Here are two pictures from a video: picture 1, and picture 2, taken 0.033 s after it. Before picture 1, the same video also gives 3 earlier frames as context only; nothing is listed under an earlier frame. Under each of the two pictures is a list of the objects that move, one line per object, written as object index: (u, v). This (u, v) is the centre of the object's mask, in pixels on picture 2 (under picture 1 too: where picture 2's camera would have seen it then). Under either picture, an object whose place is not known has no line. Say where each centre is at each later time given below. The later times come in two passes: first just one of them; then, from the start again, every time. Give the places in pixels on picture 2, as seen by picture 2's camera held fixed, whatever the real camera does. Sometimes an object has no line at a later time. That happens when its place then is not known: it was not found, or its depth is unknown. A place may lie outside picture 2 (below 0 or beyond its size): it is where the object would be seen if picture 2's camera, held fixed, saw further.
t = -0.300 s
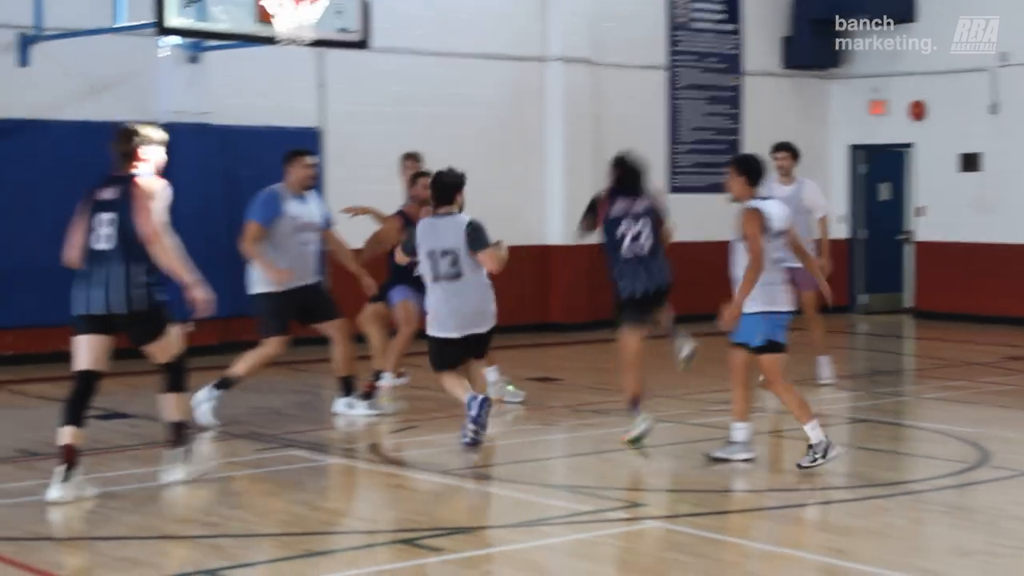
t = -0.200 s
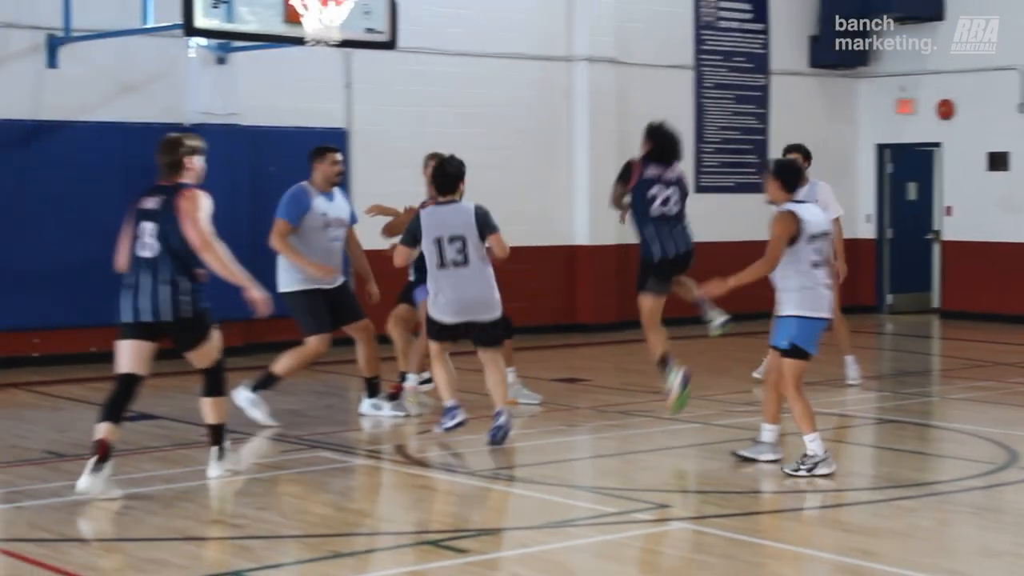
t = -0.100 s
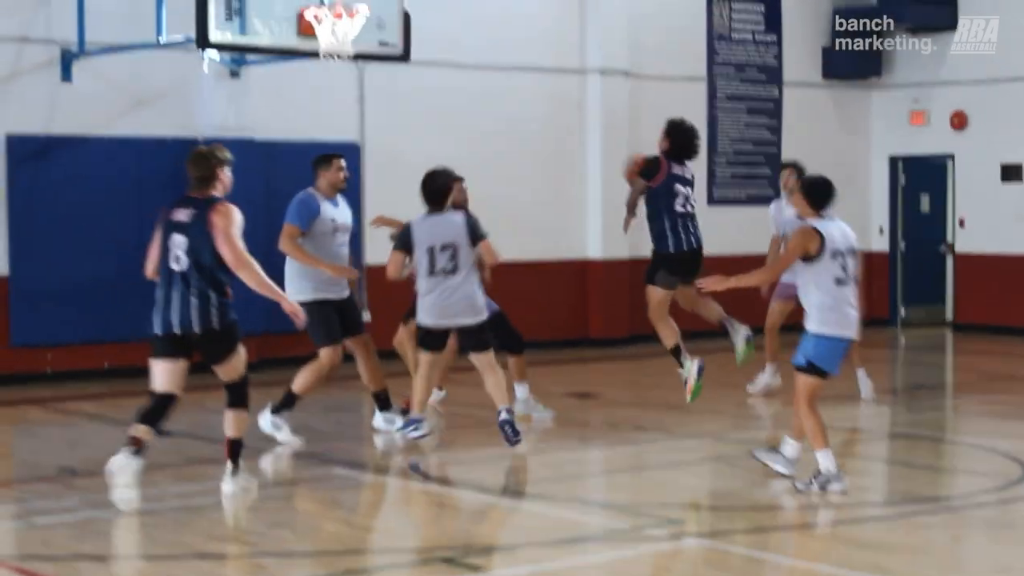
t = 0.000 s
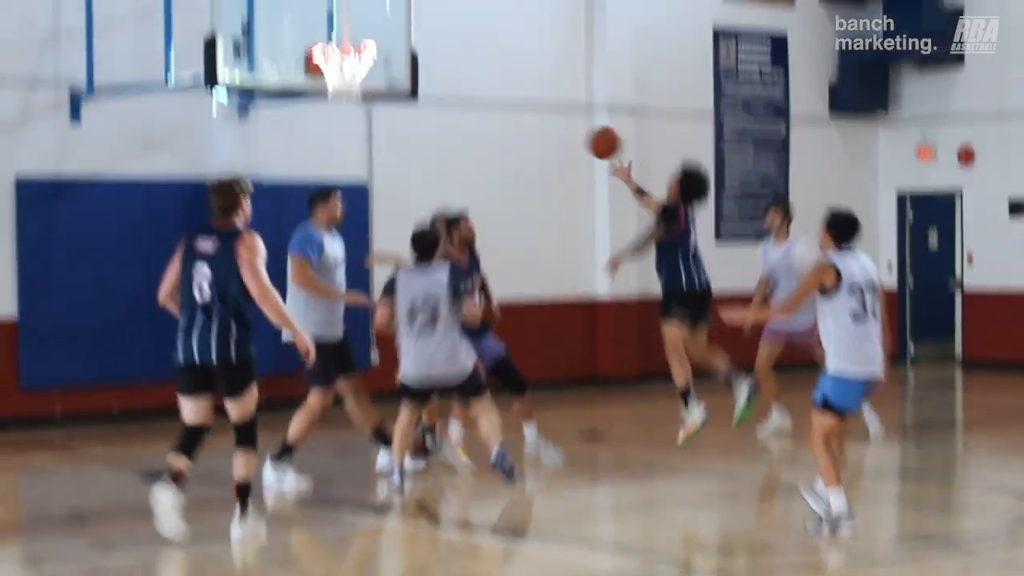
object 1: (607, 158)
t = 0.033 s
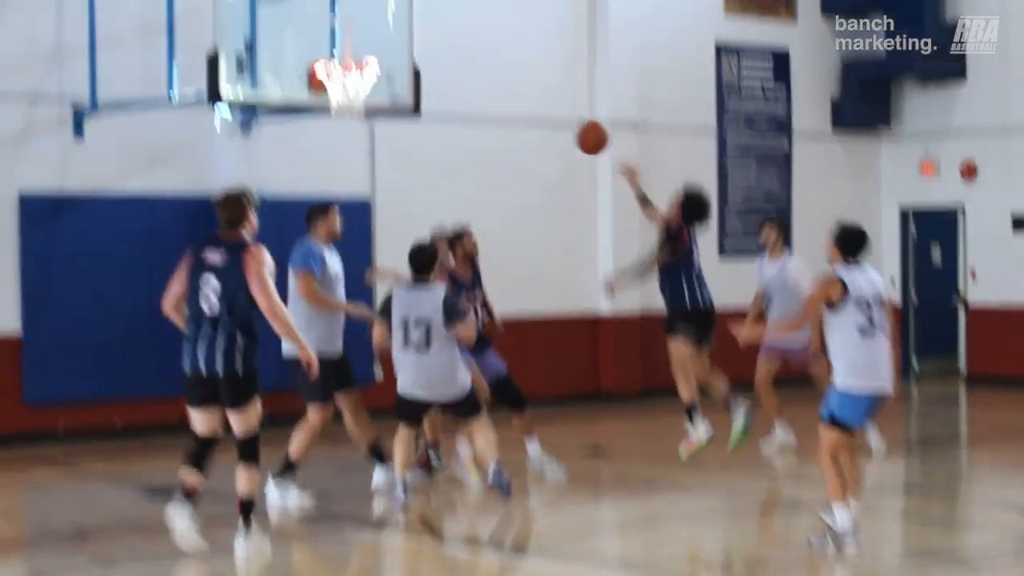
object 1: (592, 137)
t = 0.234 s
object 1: (507, 54)
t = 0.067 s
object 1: (577, 118)
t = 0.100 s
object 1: (562, 101)
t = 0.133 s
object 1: (548, 87)
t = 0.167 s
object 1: (534, 74)
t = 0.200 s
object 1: (521, 63)
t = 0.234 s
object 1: (507, 54)
